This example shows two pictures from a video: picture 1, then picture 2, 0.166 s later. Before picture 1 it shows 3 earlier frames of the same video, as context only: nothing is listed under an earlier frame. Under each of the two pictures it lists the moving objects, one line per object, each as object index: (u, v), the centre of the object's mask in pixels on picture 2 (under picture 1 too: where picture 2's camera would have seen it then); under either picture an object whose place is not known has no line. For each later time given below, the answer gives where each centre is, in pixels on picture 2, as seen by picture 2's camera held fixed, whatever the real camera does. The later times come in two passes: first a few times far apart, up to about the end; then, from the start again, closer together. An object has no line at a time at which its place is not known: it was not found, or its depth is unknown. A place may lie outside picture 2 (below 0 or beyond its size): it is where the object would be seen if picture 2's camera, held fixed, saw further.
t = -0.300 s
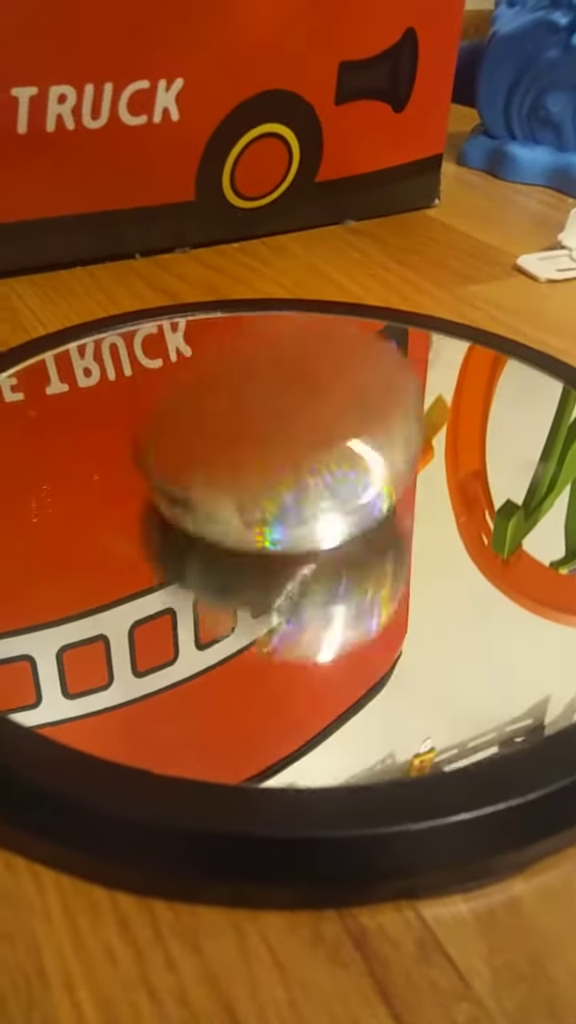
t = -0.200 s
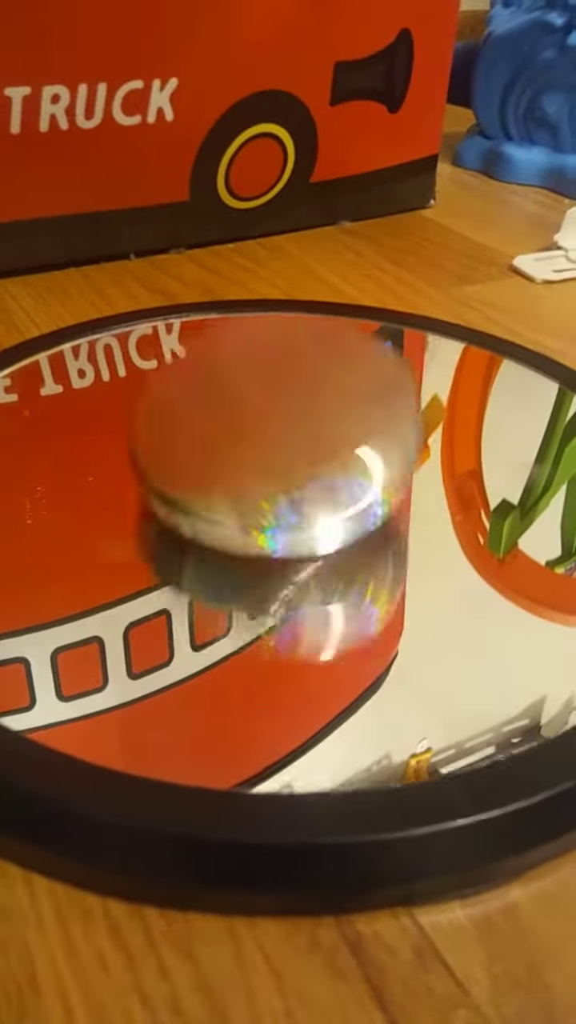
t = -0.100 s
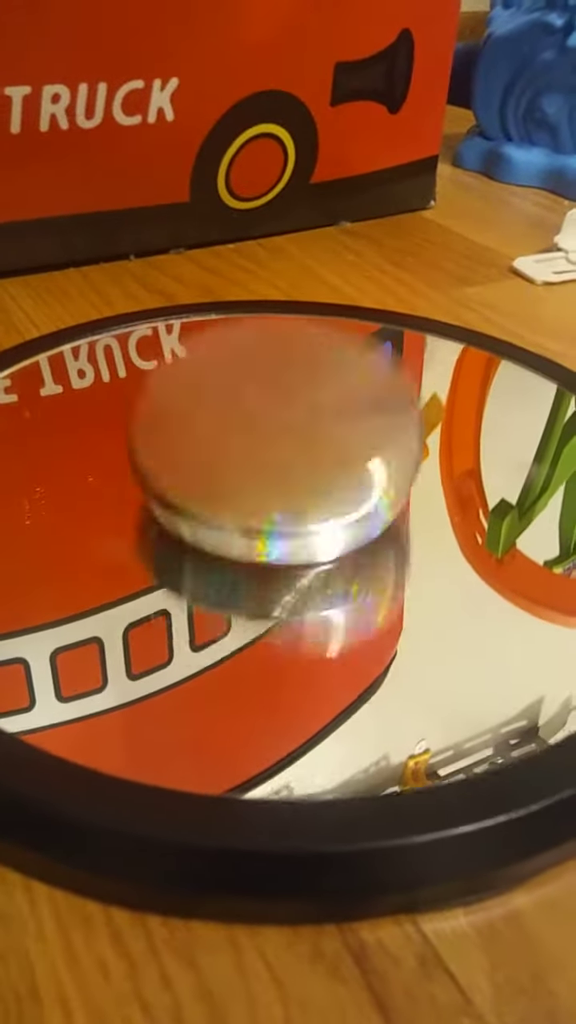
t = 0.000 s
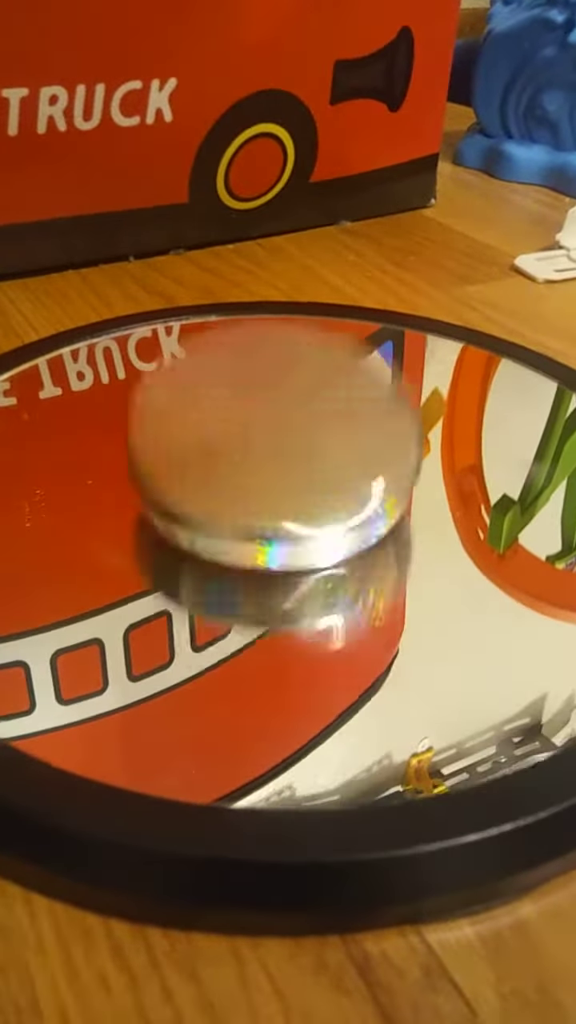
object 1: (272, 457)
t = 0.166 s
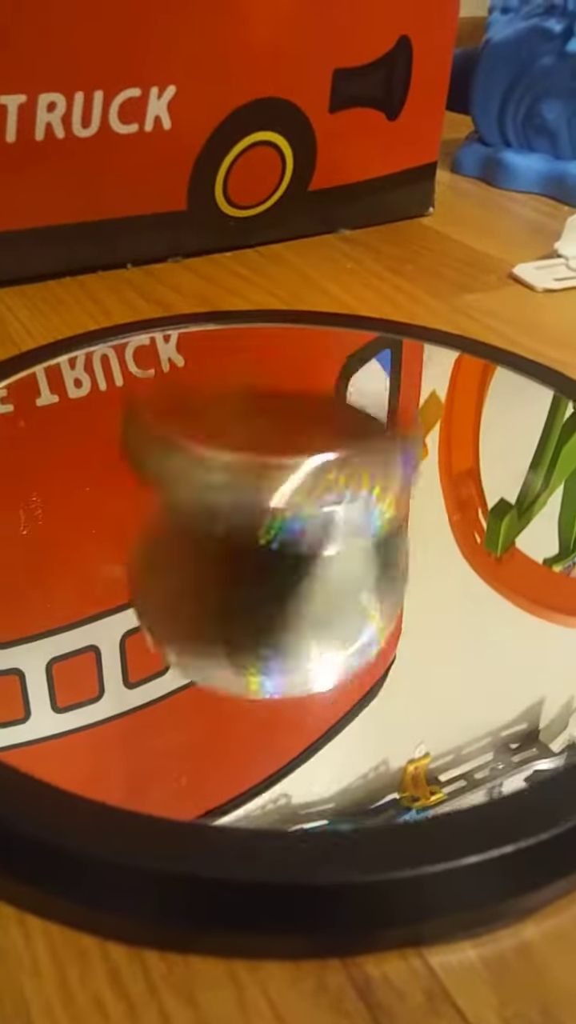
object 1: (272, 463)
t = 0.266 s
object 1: (276, 460)
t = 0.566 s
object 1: (278, 473)
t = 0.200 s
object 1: (266, 457)
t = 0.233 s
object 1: (280, 459)
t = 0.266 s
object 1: (276, 460)
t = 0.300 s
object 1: (267, 458)
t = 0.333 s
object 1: (278, 455)
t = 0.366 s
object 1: (275, 461)
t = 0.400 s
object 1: (269, 464)
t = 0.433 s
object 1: (278, 458)
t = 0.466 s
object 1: (276, 468)
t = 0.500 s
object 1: (271, 473)
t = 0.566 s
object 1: (278, 473)
